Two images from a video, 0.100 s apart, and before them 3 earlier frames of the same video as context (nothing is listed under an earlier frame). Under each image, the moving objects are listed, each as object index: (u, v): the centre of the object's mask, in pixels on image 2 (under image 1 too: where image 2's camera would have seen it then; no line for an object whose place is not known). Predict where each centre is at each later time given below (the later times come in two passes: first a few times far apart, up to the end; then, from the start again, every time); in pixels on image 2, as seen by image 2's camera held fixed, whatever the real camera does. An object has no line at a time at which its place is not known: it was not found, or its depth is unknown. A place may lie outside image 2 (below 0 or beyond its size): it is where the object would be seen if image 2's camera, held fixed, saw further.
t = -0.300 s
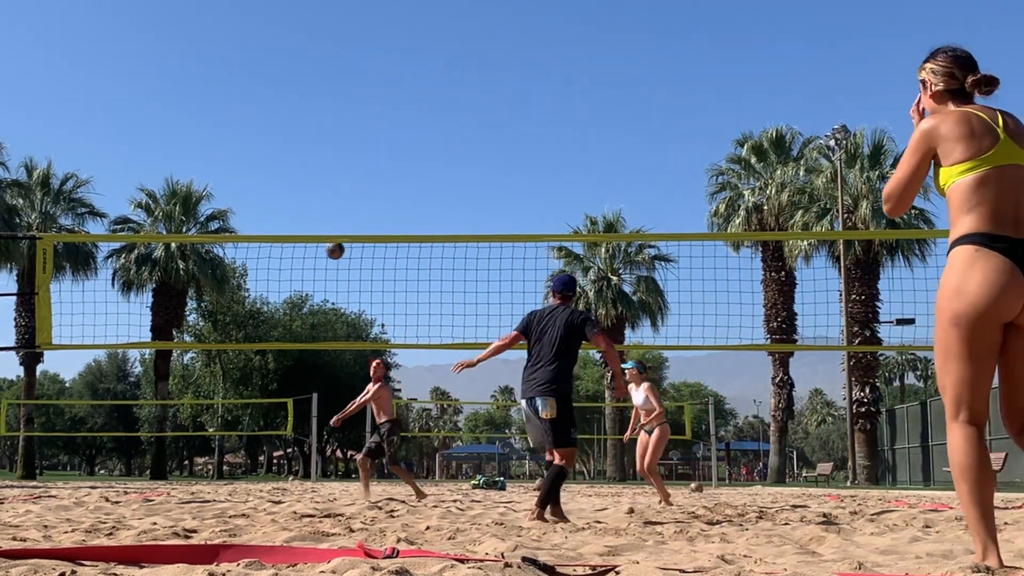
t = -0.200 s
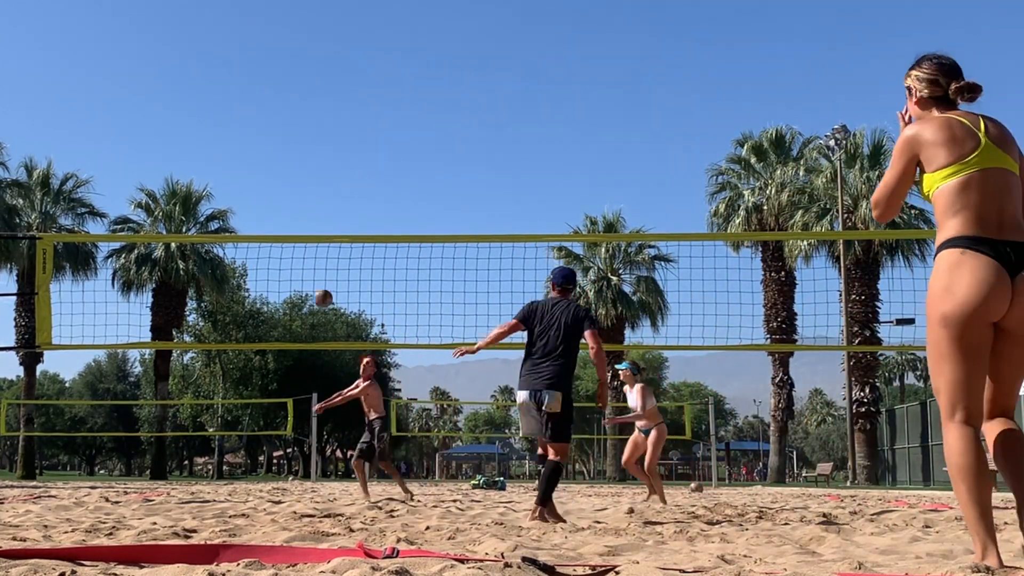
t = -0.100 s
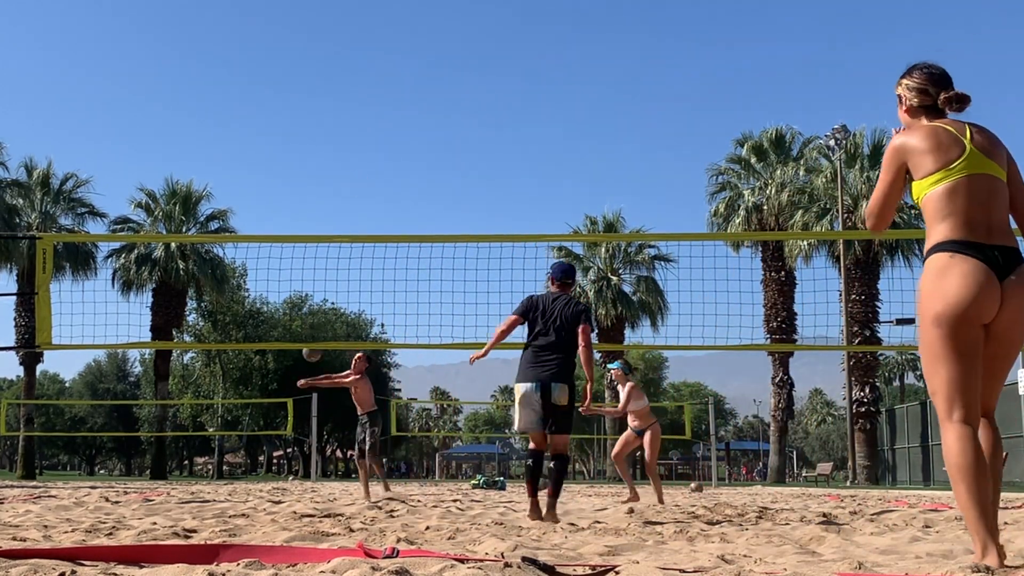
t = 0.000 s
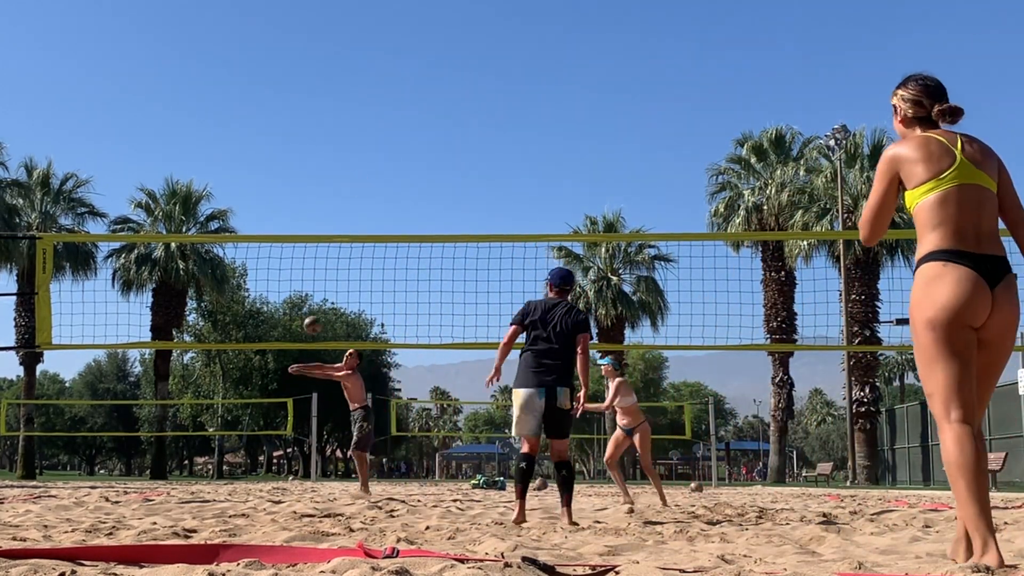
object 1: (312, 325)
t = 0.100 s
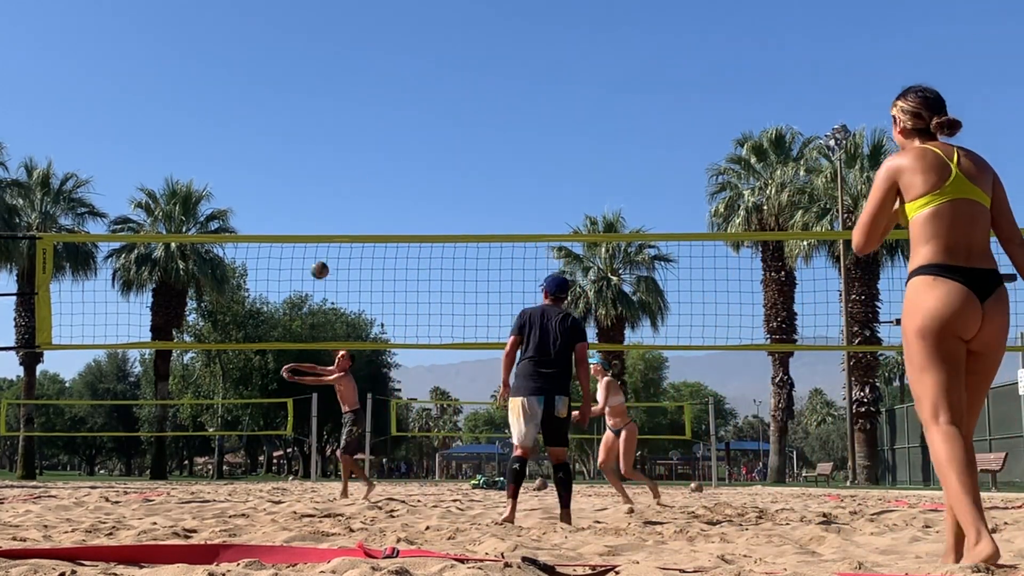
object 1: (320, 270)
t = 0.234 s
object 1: (329, 210)
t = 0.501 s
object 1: (346, 133)
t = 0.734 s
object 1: (362, 111)
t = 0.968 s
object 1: (377, 134)
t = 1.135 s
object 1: (387, 178)
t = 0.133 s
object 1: (322, 254)
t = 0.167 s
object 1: (324, 238)
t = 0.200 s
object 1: (326, 224)
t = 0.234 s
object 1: (329, 210)
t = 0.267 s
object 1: (331, 198)
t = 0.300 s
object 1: (333, 186)
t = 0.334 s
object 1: (335, 175)
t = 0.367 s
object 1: (338, 165)
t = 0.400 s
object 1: (340, 155)
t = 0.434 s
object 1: (342, 147)
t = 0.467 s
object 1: (344, 140)
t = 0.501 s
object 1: (346, 133)
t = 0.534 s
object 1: (349, 128)
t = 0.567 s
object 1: (351, 123)
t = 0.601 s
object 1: (353, 119)
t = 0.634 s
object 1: (355, 116)
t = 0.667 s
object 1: (357, 113)
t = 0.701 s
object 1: (360, 112)
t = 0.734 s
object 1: (362, 111)
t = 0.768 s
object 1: (364, 112)
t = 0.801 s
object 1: (366, 114)
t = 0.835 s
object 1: (368, 116)
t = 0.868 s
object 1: (370, 119)
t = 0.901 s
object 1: (373, 123)
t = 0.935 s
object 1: (375, 128)
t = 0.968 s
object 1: (377, 134)
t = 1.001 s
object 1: (379, 140)
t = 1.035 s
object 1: (381, 148)
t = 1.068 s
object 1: (383, 157)
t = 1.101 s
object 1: (385, 167)
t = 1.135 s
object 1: (387, 178)
